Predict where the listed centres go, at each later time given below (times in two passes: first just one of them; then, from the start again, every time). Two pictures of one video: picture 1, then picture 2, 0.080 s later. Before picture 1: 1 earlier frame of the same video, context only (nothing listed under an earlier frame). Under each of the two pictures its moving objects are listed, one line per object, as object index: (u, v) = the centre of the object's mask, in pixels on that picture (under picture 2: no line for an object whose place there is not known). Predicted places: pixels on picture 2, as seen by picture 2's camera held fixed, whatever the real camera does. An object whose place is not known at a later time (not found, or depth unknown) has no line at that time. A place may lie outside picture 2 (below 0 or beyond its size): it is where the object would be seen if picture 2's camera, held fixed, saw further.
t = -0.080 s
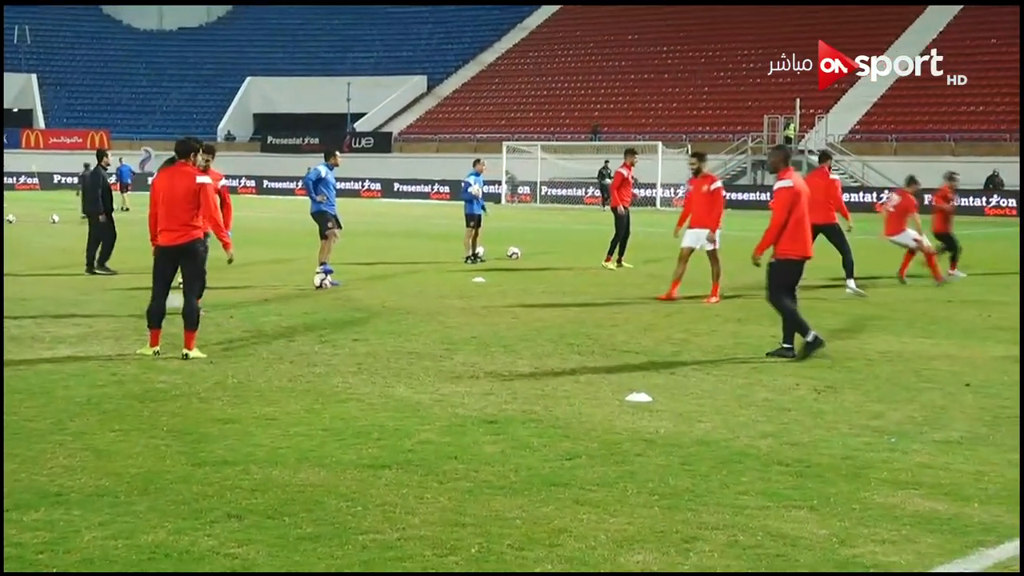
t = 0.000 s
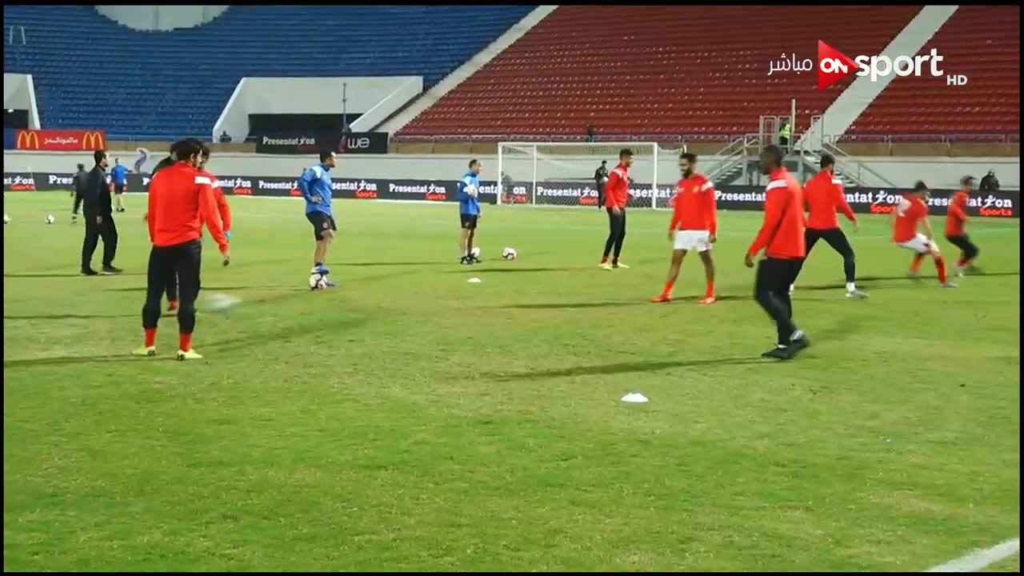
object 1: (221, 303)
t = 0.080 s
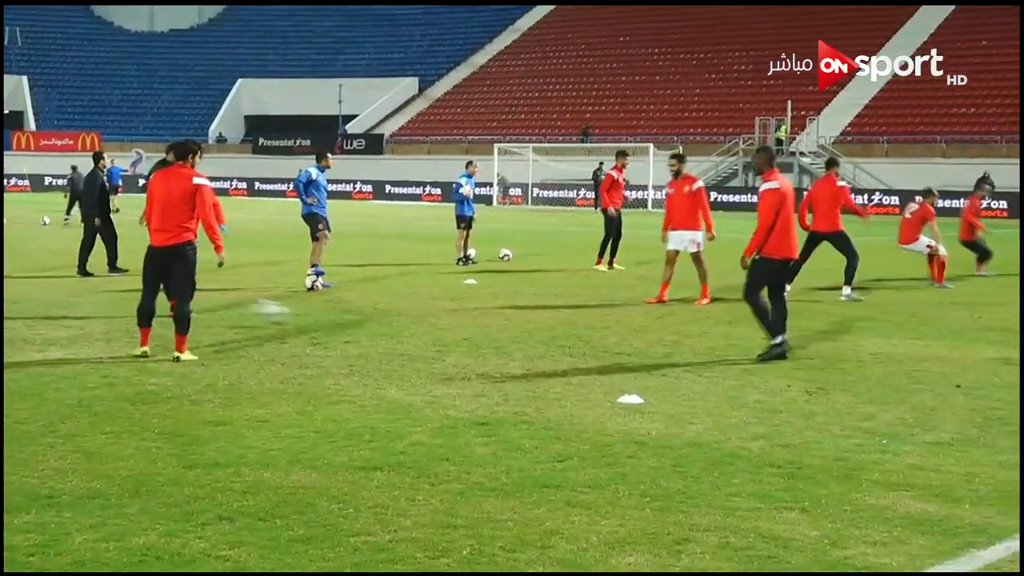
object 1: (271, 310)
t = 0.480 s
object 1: (505, 330)
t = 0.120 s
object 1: (297, 318)
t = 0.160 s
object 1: (321, 318)
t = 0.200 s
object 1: (347, 317)
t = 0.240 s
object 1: (368, 316)
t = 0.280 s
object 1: (392, 319)
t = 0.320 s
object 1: (415, 324)
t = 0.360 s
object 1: (440, 327)
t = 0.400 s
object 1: (462, 328)
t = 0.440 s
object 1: (483, 328)
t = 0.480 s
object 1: (505, 330)
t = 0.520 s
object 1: (527, 331)
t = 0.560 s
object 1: (544, 330)
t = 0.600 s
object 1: (562, 327)
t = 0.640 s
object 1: (579, 328)
